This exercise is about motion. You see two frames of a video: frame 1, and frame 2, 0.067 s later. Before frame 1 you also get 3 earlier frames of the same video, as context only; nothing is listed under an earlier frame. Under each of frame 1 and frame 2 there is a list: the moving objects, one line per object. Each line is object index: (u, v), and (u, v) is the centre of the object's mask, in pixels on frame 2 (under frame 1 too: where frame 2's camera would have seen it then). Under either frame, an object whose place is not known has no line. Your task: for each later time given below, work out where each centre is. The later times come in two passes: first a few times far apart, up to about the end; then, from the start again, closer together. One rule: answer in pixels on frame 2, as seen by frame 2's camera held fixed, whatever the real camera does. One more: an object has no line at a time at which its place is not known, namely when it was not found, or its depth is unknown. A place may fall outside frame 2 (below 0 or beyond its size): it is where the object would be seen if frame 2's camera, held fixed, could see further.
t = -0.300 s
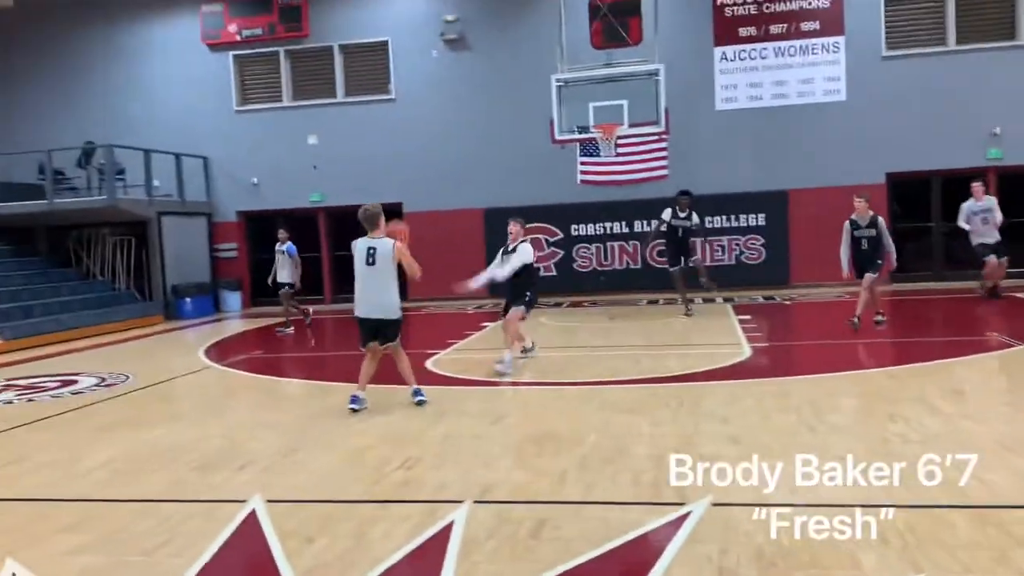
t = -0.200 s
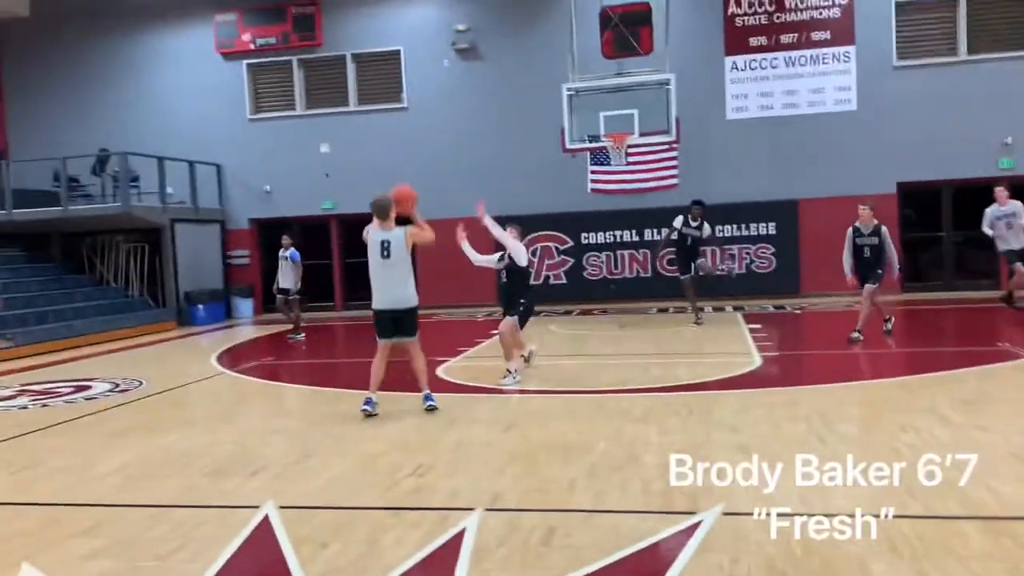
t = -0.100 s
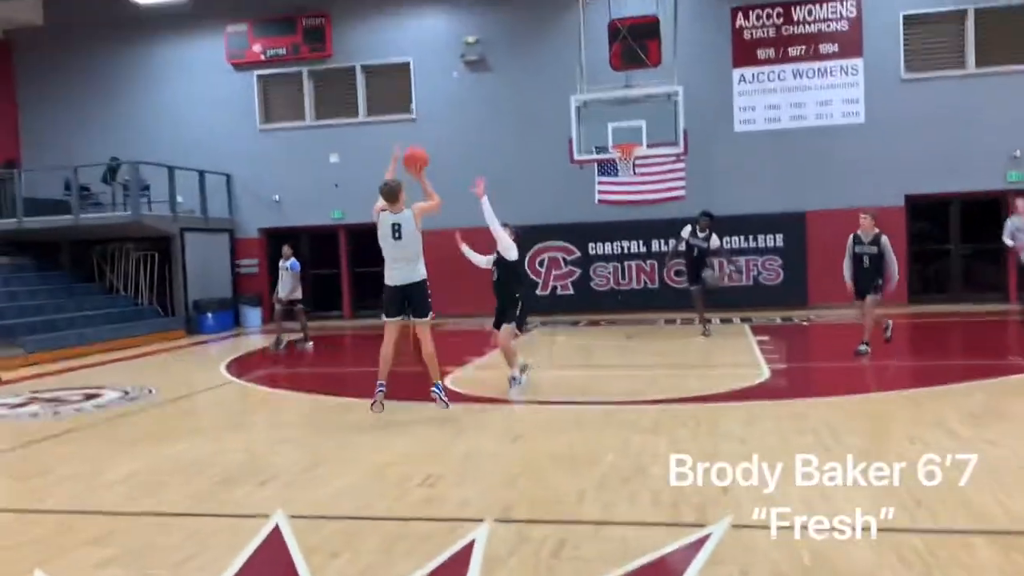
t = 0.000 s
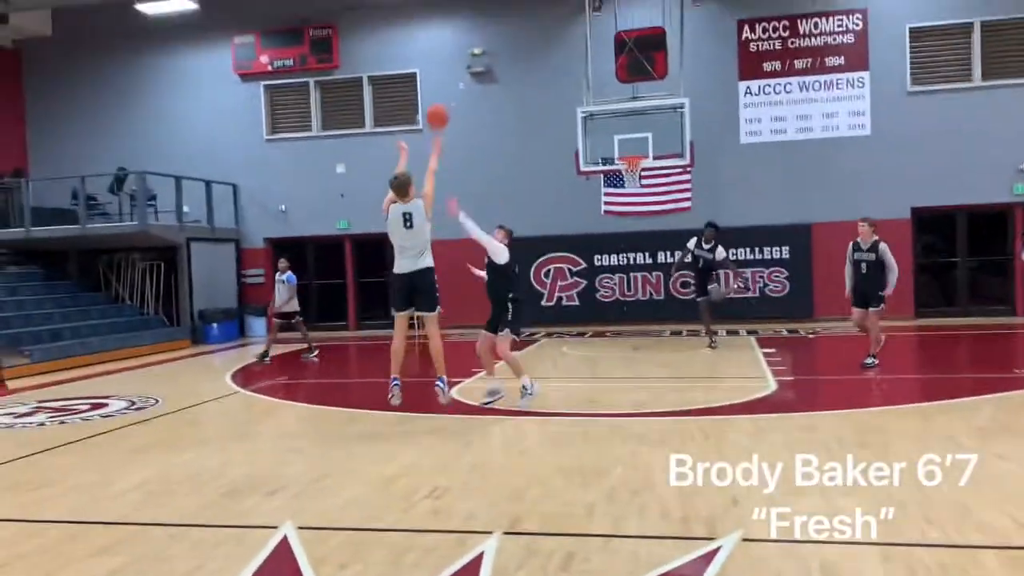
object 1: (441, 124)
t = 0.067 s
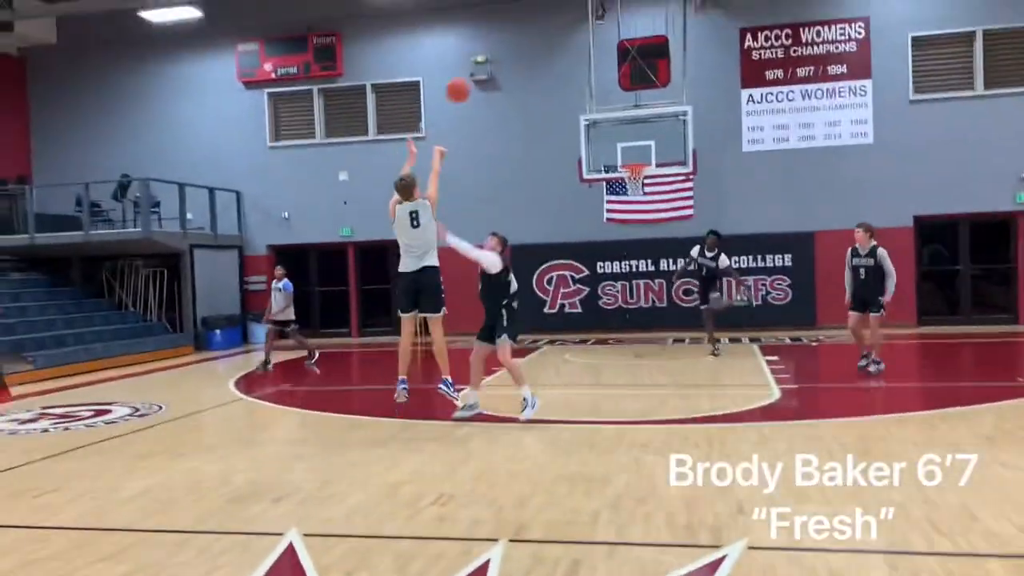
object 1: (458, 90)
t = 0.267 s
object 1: (503, 25)
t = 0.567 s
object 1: (554, 5)
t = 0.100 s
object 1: (466, 76)
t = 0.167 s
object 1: (482, 52)
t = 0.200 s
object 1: (489, 41)
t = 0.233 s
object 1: (496, 32)
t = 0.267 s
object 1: (503, 25)
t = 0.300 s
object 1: (509, 19)
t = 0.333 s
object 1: (515, 13)
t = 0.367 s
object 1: (522, 9)
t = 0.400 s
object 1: (528, 6)
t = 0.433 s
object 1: (533, 4)
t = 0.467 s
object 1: (539, 3)
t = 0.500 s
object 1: (544, 2)
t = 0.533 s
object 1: (550, 3)
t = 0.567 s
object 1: (554, 5)
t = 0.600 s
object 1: (559, 7)
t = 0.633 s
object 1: (564, 10)
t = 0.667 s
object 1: (569, 14)
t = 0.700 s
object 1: (574, 18)
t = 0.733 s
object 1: (578, 23)
